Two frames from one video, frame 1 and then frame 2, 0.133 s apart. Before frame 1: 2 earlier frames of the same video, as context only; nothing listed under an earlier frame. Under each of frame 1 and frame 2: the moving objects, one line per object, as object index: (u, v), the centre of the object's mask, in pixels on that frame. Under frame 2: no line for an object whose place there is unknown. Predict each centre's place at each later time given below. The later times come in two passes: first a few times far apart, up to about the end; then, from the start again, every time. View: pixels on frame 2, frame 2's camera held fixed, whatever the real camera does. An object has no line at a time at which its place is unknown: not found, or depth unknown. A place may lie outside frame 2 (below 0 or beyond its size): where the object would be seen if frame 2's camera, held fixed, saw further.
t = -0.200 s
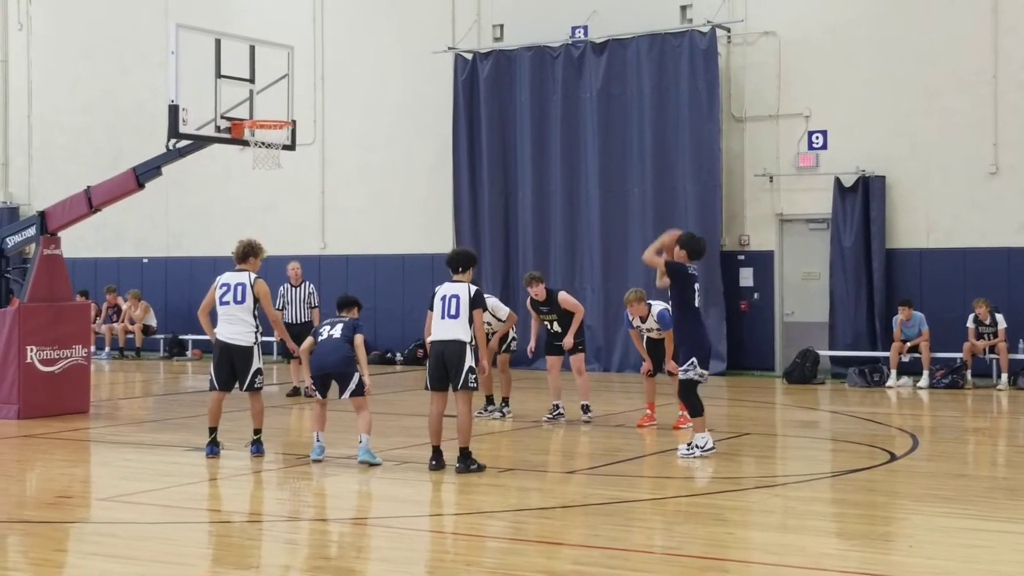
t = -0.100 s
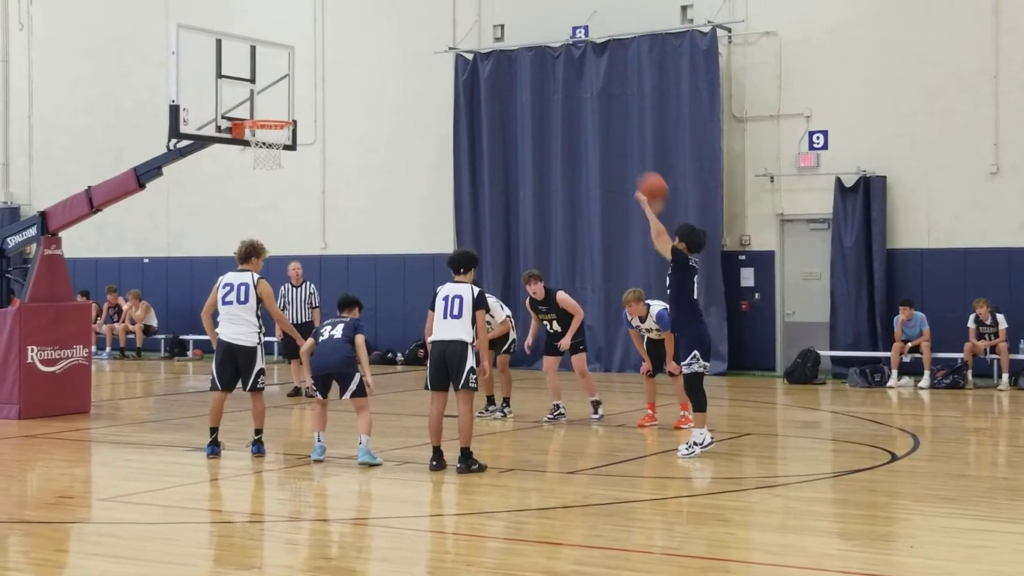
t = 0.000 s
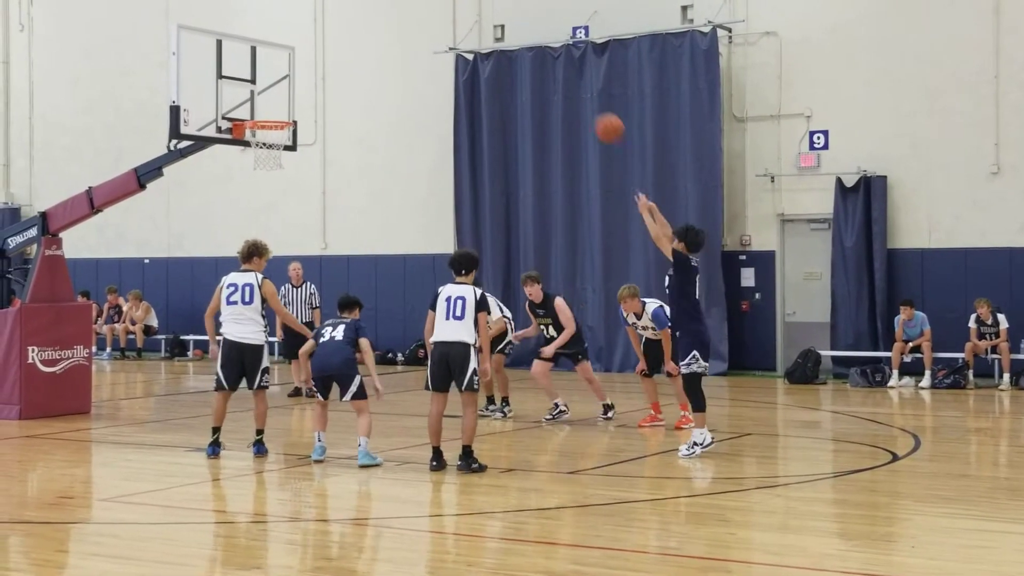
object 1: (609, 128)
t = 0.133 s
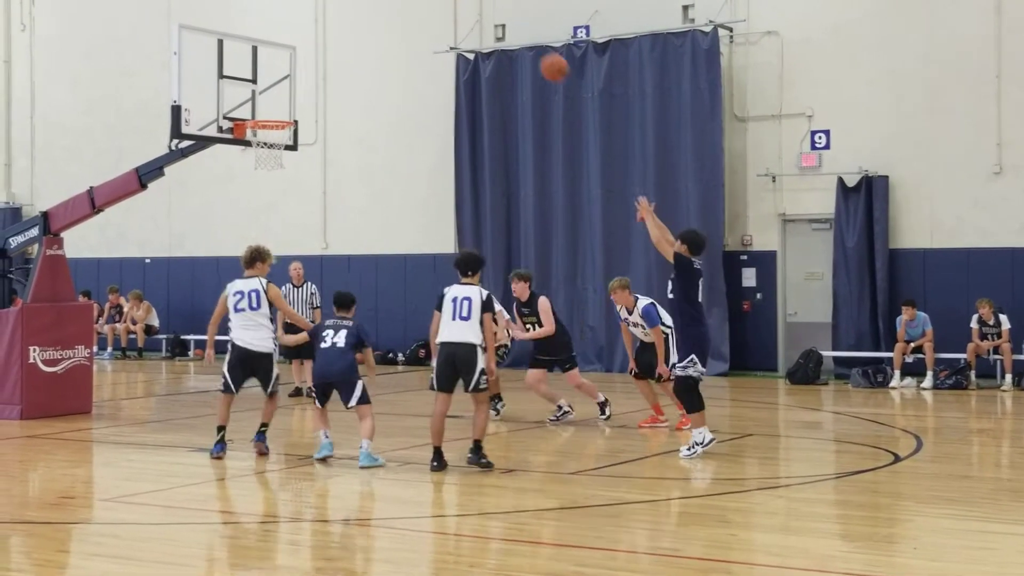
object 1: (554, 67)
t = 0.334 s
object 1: (474, 18)
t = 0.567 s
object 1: (387, 14)
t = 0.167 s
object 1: (540, 57)
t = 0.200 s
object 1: (526, 47)
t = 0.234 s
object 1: (513, 37)
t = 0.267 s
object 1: (500, 30)
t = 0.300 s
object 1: (487, 23)
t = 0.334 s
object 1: (474, 18)
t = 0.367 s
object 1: (461, 14)
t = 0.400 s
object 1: (449, 11)
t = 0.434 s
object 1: (436, 9)
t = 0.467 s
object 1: (424, 9)
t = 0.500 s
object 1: (411, 10)
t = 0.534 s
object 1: (399, 11)
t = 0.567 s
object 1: (387, 14)
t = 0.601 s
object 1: (375, 18)
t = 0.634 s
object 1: (363, 24)
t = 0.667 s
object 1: (352, 30)
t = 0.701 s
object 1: (340, 37)
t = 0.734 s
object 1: (328, 45)
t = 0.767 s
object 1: (317, 55)
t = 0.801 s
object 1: (306, 65)
